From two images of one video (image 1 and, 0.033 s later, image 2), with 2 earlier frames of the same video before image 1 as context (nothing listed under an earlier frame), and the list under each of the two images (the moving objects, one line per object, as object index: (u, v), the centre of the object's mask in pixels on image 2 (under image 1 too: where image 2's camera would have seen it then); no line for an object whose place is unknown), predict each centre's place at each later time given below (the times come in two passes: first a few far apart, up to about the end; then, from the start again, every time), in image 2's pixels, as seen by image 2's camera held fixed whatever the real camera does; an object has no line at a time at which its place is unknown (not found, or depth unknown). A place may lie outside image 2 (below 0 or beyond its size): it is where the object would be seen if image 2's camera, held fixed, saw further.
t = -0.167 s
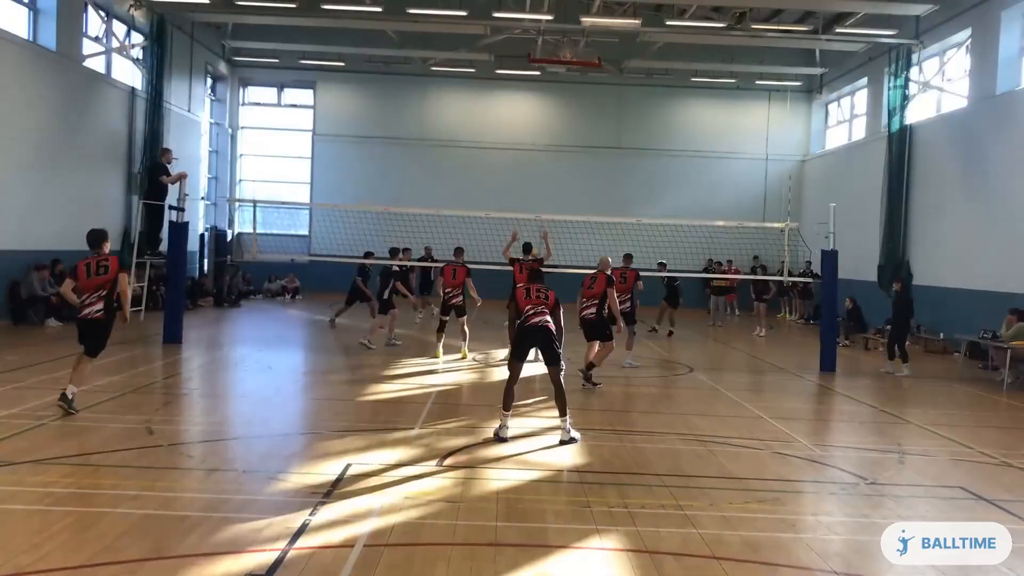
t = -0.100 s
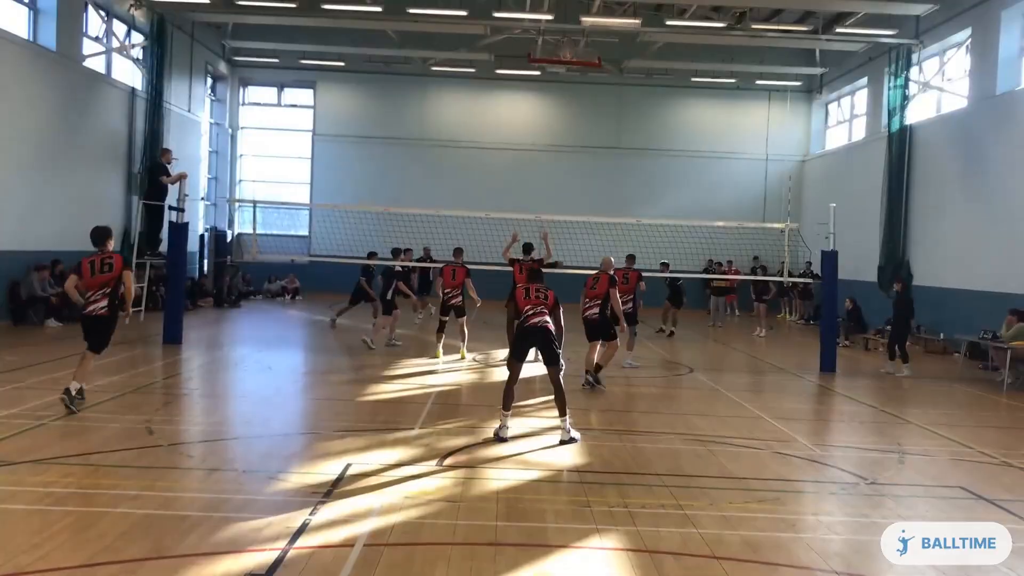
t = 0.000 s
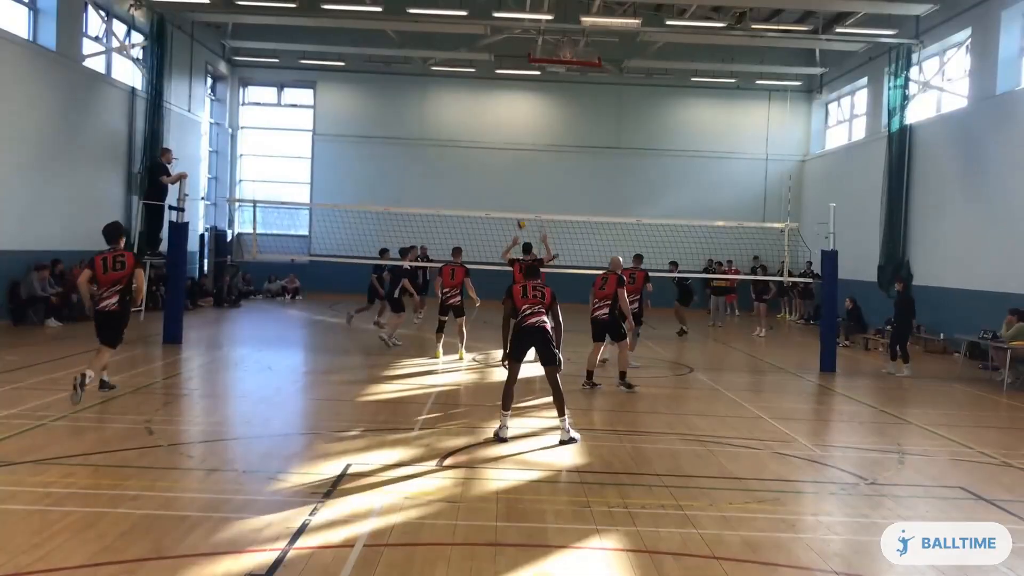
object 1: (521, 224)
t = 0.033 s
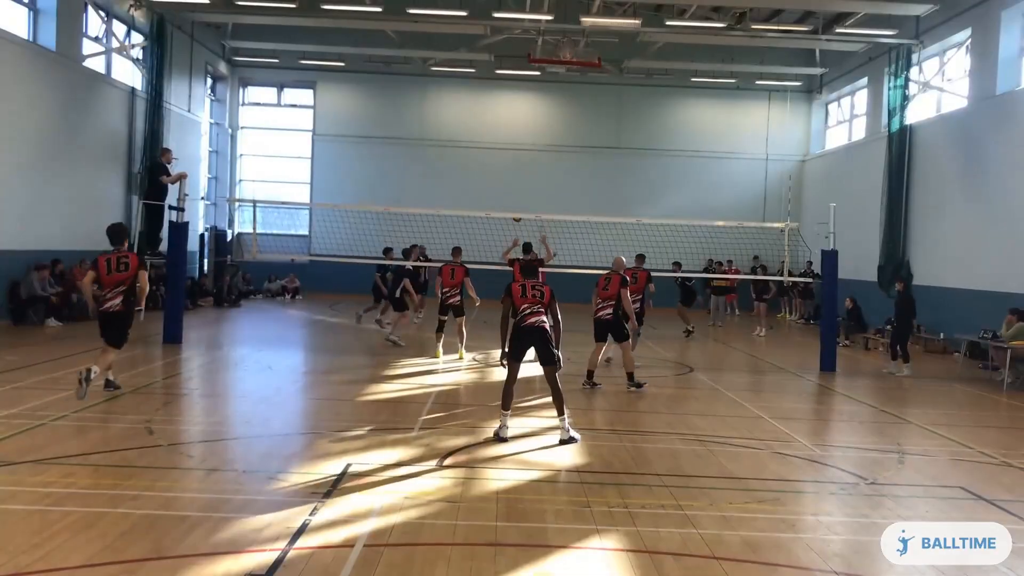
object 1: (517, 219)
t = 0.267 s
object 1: (490, 183)
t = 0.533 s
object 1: (456, 176)
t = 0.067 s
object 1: (514, 210)
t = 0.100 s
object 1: (510, 205)
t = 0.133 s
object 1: (507, 200)
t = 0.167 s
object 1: (503, 194)
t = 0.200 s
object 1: (499, 191)
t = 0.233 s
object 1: (495, 187)
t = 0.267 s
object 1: (490, 183)
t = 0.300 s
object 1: (486, 181)
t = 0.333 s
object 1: (482, 179)
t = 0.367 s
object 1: (478, 177)
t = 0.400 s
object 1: (474, 175)
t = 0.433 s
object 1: (469, 175)
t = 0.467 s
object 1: (465, 175)
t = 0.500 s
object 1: (460, 175)
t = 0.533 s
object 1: (456, 176)
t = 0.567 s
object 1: (451, 177)
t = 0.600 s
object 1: (447, 179)
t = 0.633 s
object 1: (442, 182)
